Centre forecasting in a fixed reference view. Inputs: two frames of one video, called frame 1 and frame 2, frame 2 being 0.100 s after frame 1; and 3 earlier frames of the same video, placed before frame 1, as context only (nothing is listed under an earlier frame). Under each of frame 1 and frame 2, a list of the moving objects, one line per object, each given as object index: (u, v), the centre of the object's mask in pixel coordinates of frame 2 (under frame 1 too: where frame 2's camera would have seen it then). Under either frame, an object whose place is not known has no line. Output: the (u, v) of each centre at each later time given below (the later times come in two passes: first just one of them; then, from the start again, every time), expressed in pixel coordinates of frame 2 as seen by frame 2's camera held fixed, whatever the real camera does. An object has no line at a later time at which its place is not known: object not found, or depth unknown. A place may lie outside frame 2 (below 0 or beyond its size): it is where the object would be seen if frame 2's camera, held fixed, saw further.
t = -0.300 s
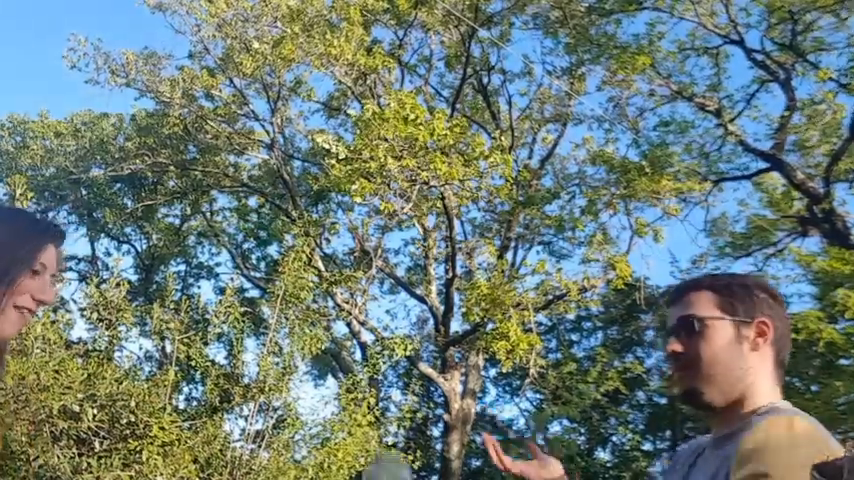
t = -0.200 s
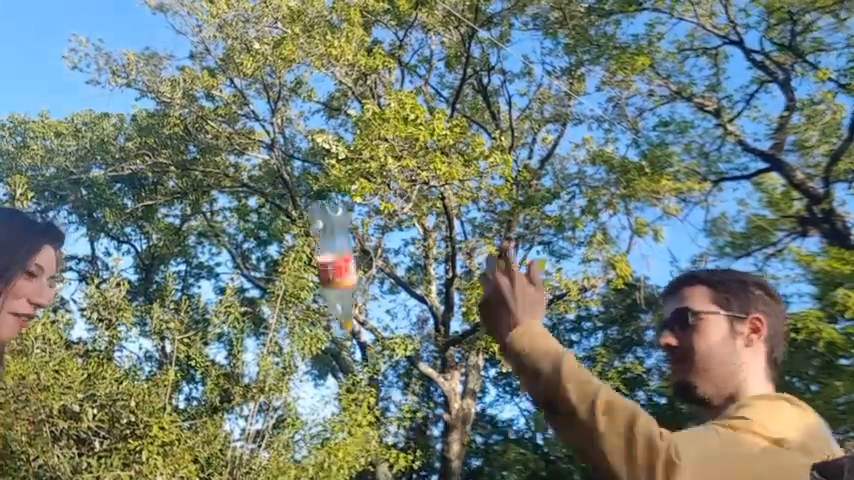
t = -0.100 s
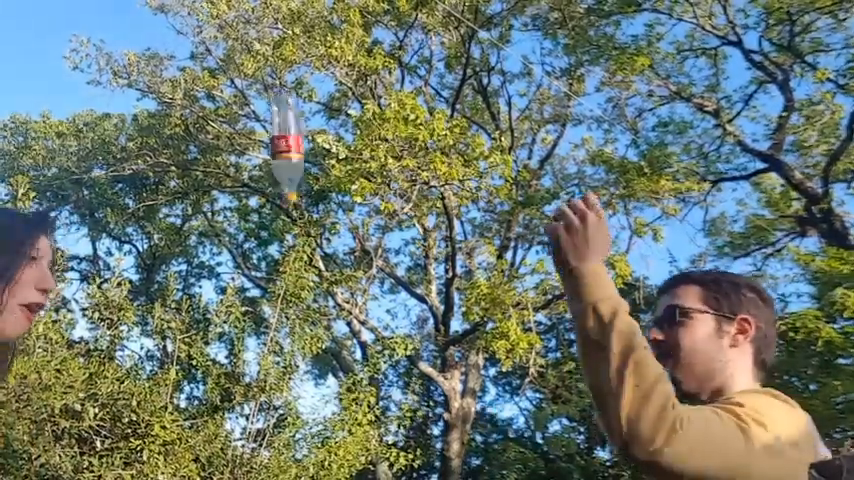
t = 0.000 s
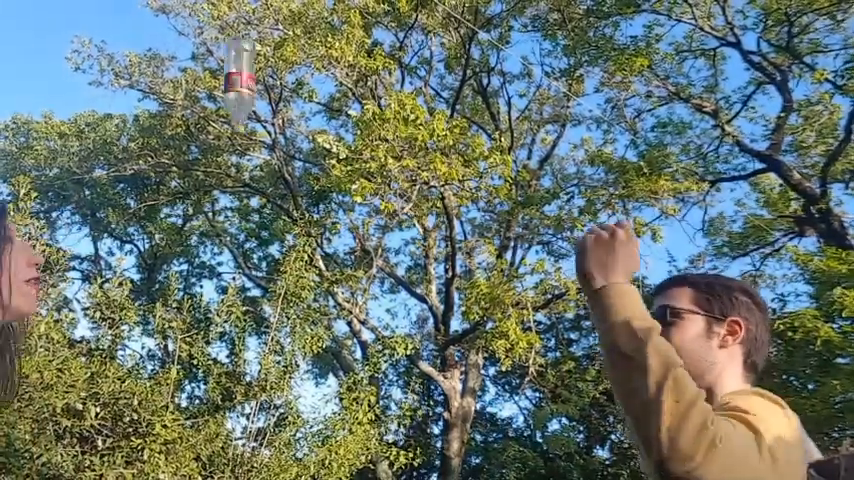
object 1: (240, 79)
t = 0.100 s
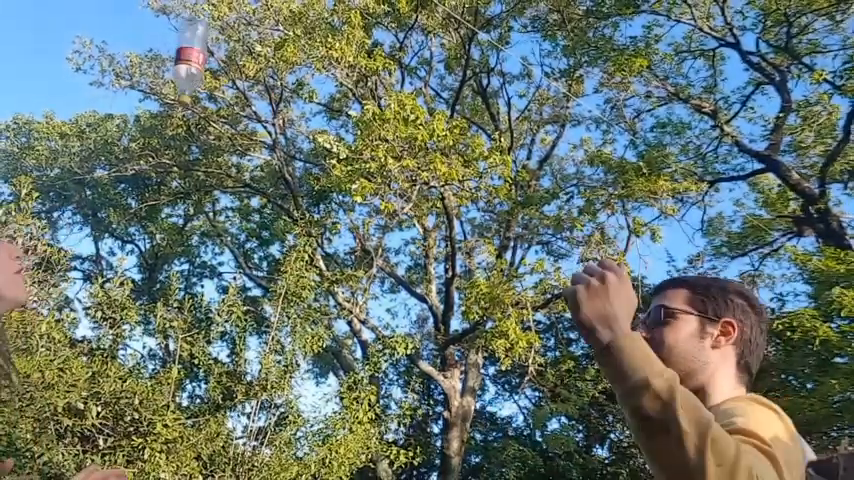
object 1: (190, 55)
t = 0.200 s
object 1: (135, 63)
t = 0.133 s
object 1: (173, 52)
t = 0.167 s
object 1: (155, 57)
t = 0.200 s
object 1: (135, 63)
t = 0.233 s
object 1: (115, 71)
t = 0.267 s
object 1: (93, 82)
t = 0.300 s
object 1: (73, 95)
